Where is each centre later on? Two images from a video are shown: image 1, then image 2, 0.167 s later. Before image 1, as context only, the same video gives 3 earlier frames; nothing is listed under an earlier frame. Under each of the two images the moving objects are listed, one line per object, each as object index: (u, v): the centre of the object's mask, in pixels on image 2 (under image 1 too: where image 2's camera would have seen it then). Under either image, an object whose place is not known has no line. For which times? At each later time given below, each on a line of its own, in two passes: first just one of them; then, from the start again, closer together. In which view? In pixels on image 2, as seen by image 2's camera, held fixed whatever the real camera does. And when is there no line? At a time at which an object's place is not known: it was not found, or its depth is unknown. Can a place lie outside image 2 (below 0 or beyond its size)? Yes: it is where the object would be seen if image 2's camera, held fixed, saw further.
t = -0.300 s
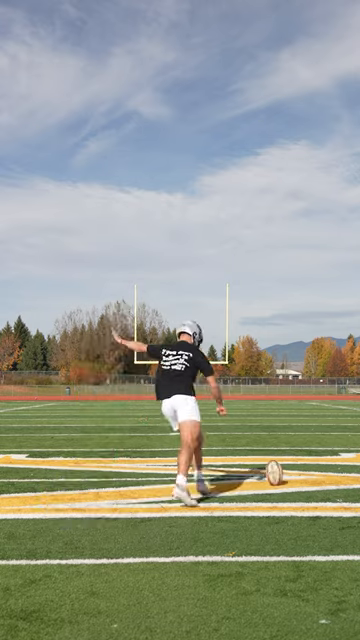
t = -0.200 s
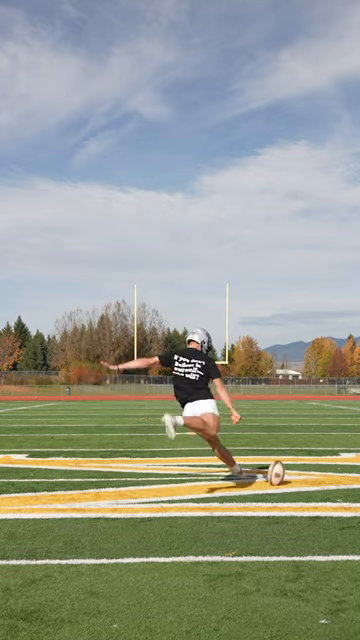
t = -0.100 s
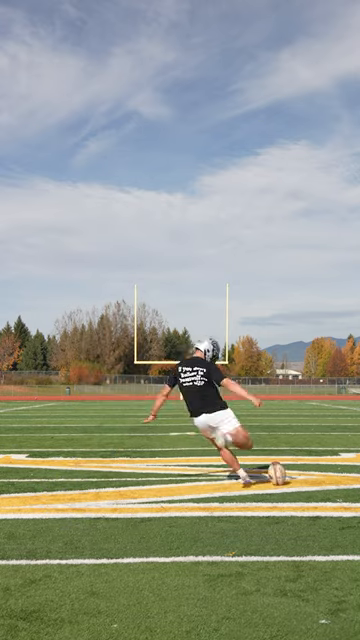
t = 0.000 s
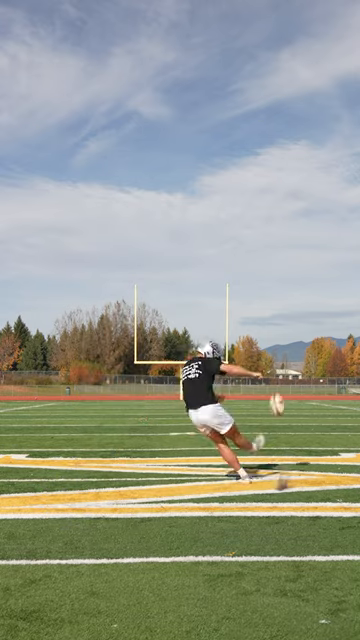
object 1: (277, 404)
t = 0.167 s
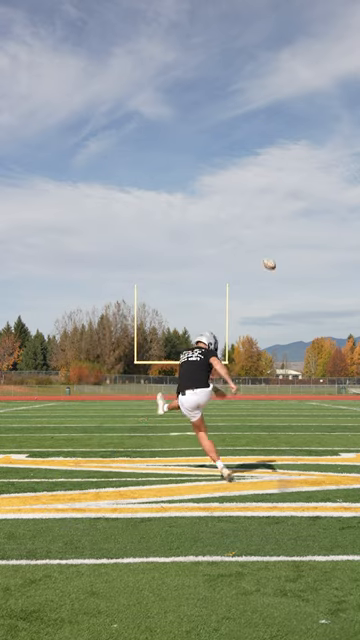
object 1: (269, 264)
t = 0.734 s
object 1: (235, 125)
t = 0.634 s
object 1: (241, 136)
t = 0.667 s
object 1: (238, 131)
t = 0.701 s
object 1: (236, 128)
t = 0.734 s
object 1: (235, 125)
